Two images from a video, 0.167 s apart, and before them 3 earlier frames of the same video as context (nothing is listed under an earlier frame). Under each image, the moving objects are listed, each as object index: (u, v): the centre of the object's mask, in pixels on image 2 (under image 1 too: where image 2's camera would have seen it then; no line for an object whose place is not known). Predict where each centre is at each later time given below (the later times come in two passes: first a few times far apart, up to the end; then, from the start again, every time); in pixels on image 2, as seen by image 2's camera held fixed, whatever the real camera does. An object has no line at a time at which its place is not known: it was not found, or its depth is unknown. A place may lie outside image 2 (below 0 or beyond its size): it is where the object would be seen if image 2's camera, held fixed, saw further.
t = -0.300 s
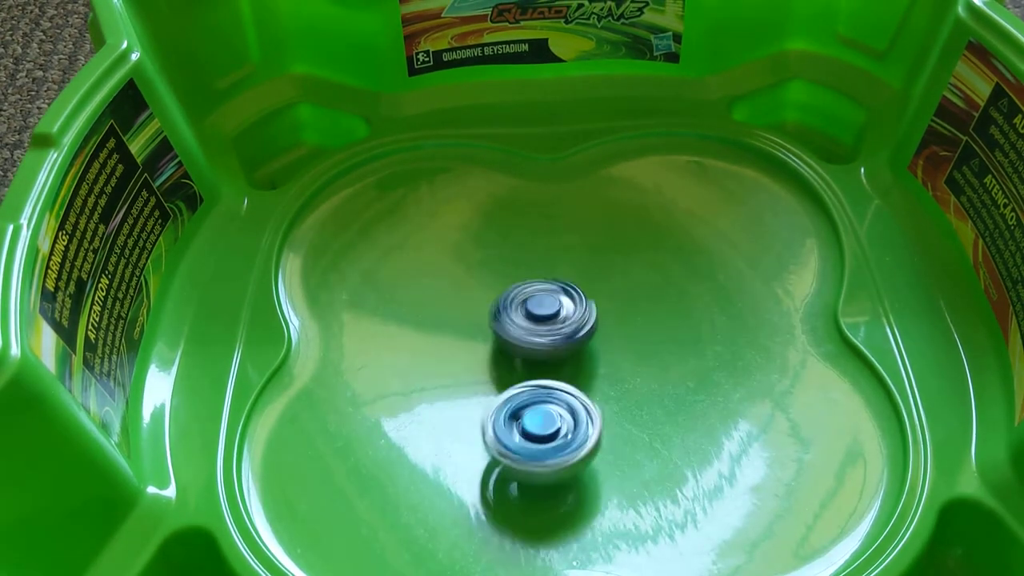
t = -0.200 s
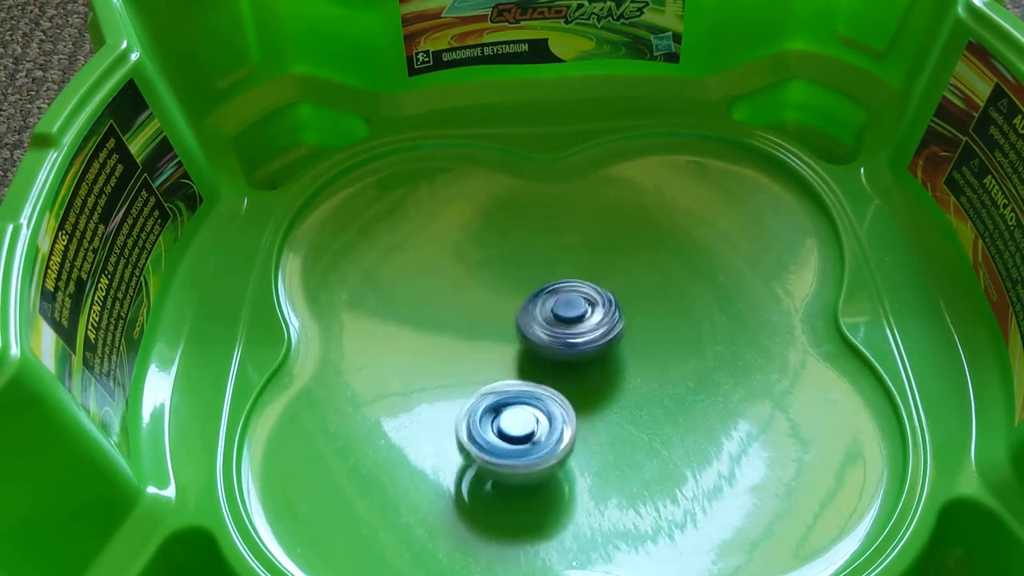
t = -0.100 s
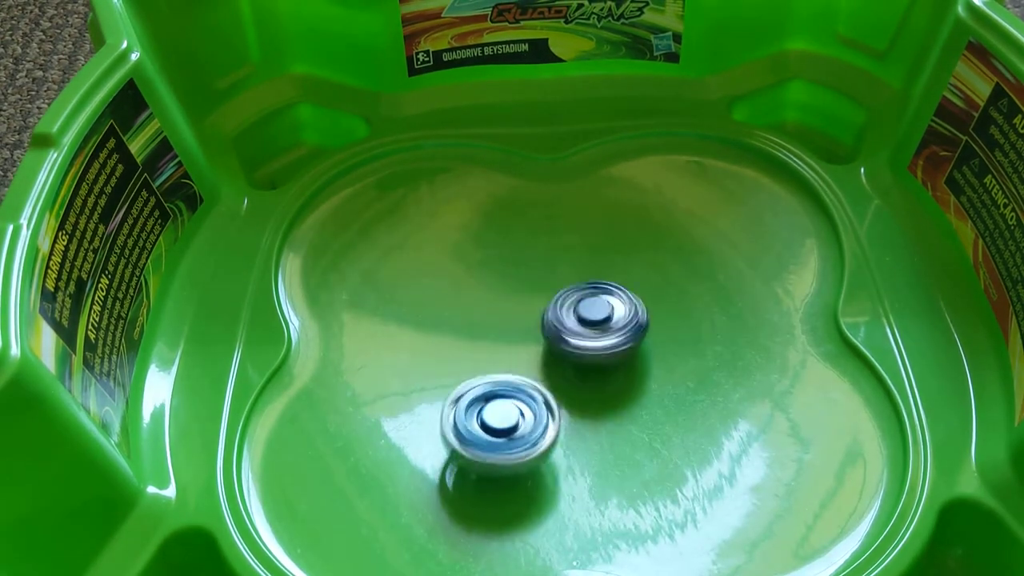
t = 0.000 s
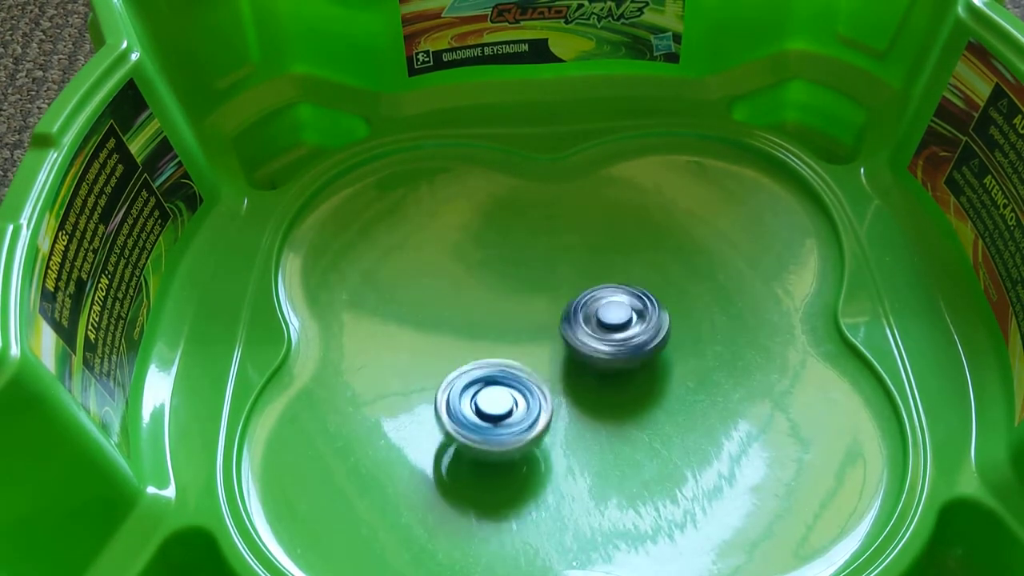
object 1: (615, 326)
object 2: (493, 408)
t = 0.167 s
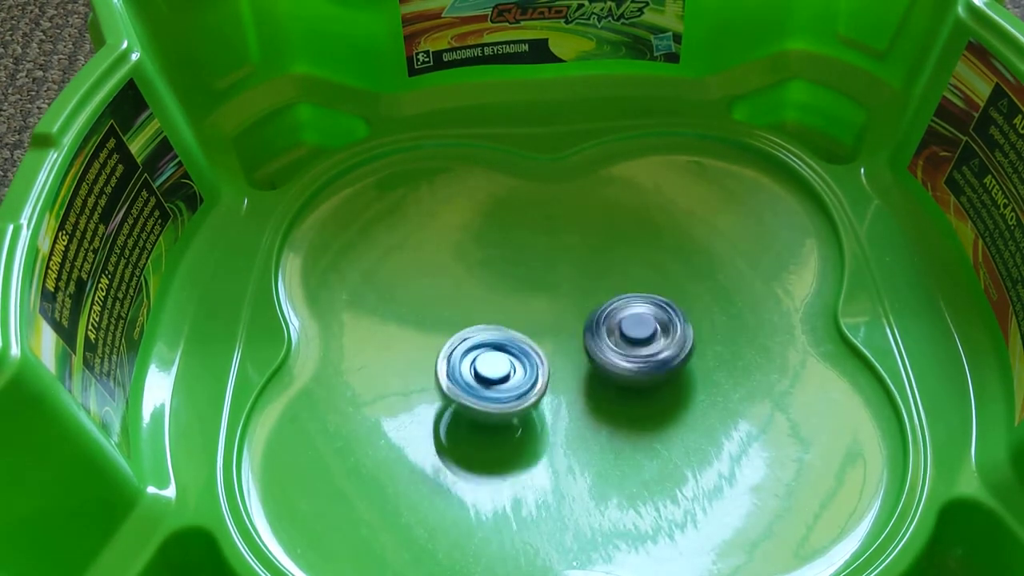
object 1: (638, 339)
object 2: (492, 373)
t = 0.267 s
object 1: (632, 353)
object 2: (492, 350)
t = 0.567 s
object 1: (566, 362)
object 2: (484, 282)
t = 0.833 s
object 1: (548, 360)
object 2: (476, 234)
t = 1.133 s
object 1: (546, 354)
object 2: (504, 256)
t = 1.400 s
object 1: (584, 408)
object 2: (538, 246)
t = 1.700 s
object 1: (546, 402)
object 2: (598, 274)
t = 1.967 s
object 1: (477, 447)
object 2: (651, 220)
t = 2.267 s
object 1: (469, 383)
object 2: (617, 274)
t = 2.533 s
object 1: (468, 343)
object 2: (585, 307)
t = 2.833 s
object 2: (546, 325)
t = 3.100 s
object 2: (574, 356)
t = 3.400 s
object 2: (613, 326)
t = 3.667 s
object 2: (621, 290)
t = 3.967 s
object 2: (630, 269)
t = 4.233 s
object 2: (618, 297)
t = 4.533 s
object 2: (588, 315)
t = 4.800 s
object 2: (557, 294)
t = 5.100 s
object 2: (507, 282)
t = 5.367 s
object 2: (498, 309)
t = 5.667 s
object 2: (476, 336)
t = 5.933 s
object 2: (416, 327)
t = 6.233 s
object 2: (494, 347)
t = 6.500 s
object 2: (485, 361)
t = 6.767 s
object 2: (517, 360)
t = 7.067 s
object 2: (512, 359)
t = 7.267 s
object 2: (510, 345)
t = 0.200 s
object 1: (638, 343)
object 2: (492, 365)
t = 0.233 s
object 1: (638, 346)
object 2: (491, 357)
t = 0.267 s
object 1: (632, 353)
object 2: (492, 350)
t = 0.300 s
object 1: (626, 358)
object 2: (492, 342)
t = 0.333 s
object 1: (617, 361)
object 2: (492, 334)
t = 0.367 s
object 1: (608, 362)
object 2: (493, 327)
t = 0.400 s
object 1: (600, 363)
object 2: (494, 319)
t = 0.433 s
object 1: (591, 363)
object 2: (494, 312)
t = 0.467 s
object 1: (587, 365)
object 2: (489, 301)
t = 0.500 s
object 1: (582, 364)
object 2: (487, 295)
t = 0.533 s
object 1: (574, 364)
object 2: (485, 288)
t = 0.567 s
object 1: (566, 362)
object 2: (484, 282)
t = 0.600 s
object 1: (559, 359)
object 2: (482, 276)
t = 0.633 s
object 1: (551, 356)
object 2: (482, 271)
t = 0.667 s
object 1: (546, 352)
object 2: (482, 266)
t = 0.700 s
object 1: (539, 347)
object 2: (482, 262)
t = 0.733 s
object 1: (536, 343)
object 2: (484, 260)
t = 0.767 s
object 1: (542, 350)
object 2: (480, 248)
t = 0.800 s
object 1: (546, 356)
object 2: (478, 239)
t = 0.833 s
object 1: (548, 360)
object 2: (476, 234)
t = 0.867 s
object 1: (548, 361)
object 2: (476, 231)
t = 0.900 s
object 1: (548, 363)
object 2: (475, 229)
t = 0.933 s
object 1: (548, 363)
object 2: (476, 228)
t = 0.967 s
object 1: (547, 363)
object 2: (477, 230)
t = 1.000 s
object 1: (547, 361)
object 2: (479, 232)
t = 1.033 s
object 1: (546, 360)
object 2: (485, 236)
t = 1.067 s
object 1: (545, 358)
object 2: (491, 242)
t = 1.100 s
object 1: (546, 356)
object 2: (497, 249)
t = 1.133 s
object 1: (546, 354)
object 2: (504, 256)
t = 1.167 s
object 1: (547, 352)
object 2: (511, 262)
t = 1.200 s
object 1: (557, 365)
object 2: (511, 253)
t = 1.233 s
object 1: (567, 380)
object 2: (512, 244)
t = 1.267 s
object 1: (575, 390)
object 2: (514, 239)
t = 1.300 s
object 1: (580, 397)
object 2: (519, 239)
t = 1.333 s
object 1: (583, 401)
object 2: (524, 239)
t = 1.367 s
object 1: (585, 406)
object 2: (532, 243)
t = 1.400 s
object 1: (584, 408)
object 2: (538, 246)
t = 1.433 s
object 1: (582, 412)
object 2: (545, 250)
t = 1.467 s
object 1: (579, 411)
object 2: (552, 256)
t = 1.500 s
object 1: (574, 410)
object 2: (558, 260)
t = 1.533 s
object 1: (571, 407)
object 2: (565, 265)
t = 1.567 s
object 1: (569, 402)
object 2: (570, 271)
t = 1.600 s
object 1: (564, 396)
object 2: (576, 277)
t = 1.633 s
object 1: (562, 389)
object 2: (581, 283)
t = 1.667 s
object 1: (559, 383)
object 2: (585, 289)
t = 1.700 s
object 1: (546, 402)
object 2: (598, 274)
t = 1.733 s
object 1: (531, 420)
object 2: (612, 254)
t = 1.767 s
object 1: (517, 437)
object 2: (623, 241)
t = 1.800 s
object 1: (505, 448)
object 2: (632, 231)
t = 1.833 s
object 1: (497, 453)
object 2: (639, 226)
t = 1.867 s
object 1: (491, 455)
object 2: (643, 223)
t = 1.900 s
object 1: (486, 454)
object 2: (646, 220)
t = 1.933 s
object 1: (482, 451)
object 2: (649, 219)
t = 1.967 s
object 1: (477, 447)
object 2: (651, 220)
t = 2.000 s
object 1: (472, 442)
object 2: (650, 221)
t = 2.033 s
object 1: (469, 436)
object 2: (648, 225)
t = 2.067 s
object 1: (465, 429)
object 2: (647, 229)
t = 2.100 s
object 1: (463, 421)
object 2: (643, 236)
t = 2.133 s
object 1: (463, 414)
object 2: (639, 243)
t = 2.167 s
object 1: (463, 406)
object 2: (634, 251)
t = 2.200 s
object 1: (464, 398)
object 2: (629, 258)
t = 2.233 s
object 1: (467, 391)
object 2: (624, 267)
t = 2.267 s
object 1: (469, 383)
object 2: (617, 274)
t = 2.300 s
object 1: (471, 376)
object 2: (611, 282)
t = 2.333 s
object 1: (474, 370)
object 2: (603, 289)
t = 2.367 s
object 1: (477, 362)
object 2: (597, 294)
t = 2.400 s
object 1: (480, 356)
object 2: (591, 299)
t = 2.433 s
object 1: (481, 350)
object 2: (584, 304)
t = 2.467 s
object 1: (473, 348)
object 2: (587, 304)
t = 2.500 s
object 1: (468, 346)
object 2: (587, 305)
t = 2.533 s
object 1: (468, 343)
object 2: (585, 307)
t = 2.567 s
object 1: (467, 339)
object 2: (579, 310)
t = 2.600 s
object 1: (459, 337)
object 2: (577, 310)
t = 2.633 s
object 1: (450, 335)
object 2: (579, 310)
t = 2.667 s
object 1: (444, 333)
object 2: (575, 311)
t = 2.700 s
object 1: (440, 333)
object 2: (569, 313)
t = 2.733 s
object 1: (437, 333)
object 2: (561, 315)
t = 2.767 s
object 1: (435, 333)
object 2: (554, 317)
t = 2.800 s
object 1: (433, 333)
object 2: (547, 321)
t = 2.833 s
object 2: (546, 325)
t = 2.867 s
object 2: (548, 330)
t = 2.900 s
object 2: (549, 334)
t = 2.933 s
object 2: (550, 339)
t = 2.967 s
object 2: (554, 345)
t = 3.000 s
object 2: (558, 349)
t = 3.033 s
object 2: (563, 353)
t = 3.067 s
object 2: (568, 354)
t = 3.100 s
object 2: (574, 356)
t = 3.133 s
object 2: (579, 357)
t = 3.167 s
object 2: (584, 356)
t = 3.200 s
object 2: (589, 354)
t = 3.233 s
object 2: (592, 351)
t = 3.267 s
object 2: (594, 347)
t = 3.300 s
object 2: (593, 344)
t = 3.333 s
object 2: (594, 338)
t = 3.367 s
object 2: (606, 331)
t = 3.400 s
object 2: (613, 326)
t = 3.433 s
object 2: (616, 321)
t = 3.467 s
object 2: (616, 316)
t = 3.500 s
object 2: (615, 312)
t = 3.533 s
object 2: (611, 308)
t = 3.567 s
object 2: (606, 305)
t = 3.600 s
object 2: (613, 298)
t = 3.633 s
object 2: (618, 292)
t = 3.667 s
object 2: (621, 290)
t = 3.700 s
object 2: (621, 286)
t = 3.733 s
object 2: (621, 282)
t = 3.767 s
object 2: (619, 279)
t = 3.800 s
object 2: (614, 278)
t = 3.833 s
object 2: (610, 279)
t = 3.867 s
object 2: (609, 279)
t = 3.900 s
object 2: (621, 273)
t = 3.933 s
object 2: (627, 270)
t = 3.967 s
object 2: (630, 269)
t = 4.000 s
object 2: (632, 269)
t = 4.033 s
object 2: (634, 271)
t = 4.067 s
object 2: (634, 273)
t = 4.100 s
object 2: (632, 276)
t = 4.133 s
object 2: (630, 281)
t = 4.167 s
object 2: (627, 287)
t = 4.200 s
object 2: (622, 292)
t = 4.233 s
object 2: (618, 297)
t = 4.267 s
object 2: (615, 300)
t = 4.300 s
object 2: (611, 305)
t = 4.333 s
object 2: (606, 308)
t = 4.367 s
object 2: (601, 312)
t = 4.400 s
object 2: (595, 314)
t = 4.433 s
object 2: (589, 317)
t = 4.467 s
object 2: (583, 319)
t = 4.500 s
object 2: (583, 318)
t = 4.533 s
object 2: (588, 315)
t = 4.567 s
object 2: (589, 312)
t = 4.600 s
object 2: (585, 311)
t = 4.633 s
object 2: (579, 308)
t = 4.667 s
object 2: (573, 305)
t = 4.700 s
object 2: (568, 303)
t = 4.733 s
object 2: (566, 300)
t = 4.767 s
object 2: (562, 297)
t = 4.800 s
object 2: (557, 294)
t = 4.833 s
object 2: (553, 291)
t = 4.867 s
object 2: (549, 289)
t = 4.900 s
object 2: (544, 287)
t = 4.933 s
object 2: (538, 288)
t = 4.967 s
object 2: (534, 289)
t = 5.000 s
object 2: (529, 291)
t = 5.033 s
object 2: (518, 286)
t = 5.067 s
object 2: (511, 283)
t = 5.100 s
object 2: (507, 282)
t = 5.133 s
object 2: (503, 281)
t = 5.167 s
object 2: (498, 282)
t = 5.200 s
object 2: (495, 284)
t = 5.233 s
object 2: (492, 288)
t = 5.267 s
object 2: (492, 293)
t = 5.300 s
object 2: (494, 297)
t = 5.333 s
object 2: (496, 303)
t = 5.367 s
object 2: (498, 309)
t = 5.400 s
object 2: (492, 310)
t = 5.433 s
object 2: (484, 310)
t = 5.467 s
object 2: (479, 312)
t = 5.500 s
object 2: (477, 314)
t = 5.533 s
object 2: (476, 318)
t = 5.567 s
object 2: (474, 322)
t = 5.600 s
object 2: (473, 328)
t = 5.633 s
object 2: (473, 332)
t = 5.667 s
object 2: (476, 336)
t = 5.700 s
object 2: (454, 334)
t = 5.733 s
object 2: (434, 332)
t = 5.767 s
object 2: (416, 329)
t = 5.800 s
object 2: (407, 328)
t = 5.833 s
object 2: (404, 327)
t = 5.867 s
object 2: (407, 327)
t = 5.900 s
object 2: (411, 327)
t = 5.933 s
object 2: (416, 327)
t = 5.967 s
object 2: (424, 328)
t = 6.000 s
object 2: (431, 328)
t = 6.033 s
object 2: (438, 331)
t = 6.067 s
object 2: (446, 333)
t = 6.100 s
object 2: (454, 336)
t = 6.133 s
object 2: (463, 340)
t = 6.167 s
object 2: (471, 343)
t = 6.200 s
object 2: (482, 344)
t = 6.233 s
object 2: (494, 347)
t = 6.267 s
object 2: (505, 350)
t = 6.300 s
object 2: (513, 353)
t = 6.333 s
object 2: (511, 356)
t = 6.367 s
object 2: (503, 356)
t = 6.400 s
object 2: (495, 358)
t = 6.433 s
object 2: (489, 360)
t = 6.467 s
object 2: (486, 361)
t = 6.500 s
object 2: (485, 361)
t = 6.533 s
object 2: (486, 361)
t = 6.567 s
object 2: (487, 360)
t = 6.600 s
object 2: (491, 360)
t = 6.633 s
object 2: (495, 359)
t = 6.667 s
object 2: (501, 359)
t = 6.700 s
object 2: (507, 359)
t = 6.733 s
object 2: (512, 359)
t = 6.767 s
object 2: (517, 360)
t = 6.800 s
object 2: (524, 359)
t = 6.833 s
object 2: (524, 359)
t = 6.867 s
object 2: (522, 359)
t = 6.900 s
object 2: (521, 359)
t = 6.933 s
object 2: (520, 360)
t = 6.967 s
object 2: (519, 362)
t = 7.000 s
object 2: (515, 362)
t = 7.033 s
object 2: (512, 361)
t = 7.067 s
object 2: (512, 359)
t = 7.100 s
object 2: (512, 356)
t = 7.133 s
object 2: (514, 353)
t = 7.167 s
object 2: (514, 349)
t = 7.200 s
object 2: (511, 346)
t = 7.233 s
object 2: (510, 345)
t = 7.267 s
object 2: (510, 345)
